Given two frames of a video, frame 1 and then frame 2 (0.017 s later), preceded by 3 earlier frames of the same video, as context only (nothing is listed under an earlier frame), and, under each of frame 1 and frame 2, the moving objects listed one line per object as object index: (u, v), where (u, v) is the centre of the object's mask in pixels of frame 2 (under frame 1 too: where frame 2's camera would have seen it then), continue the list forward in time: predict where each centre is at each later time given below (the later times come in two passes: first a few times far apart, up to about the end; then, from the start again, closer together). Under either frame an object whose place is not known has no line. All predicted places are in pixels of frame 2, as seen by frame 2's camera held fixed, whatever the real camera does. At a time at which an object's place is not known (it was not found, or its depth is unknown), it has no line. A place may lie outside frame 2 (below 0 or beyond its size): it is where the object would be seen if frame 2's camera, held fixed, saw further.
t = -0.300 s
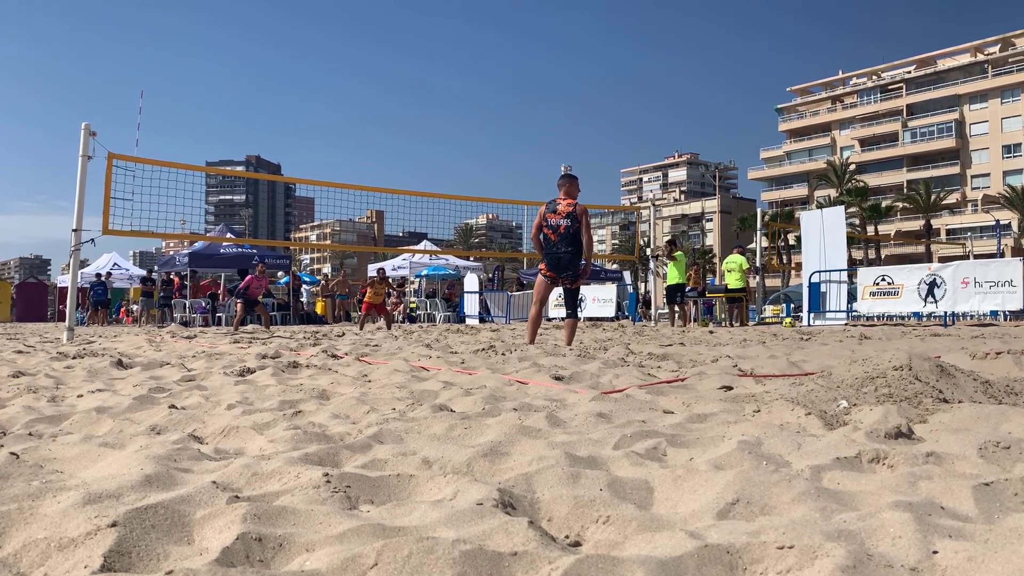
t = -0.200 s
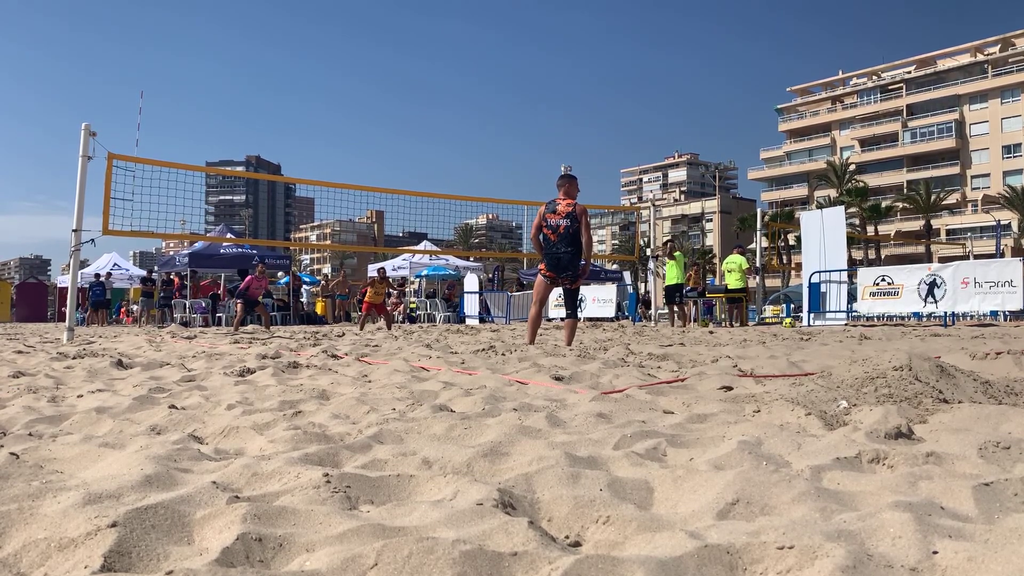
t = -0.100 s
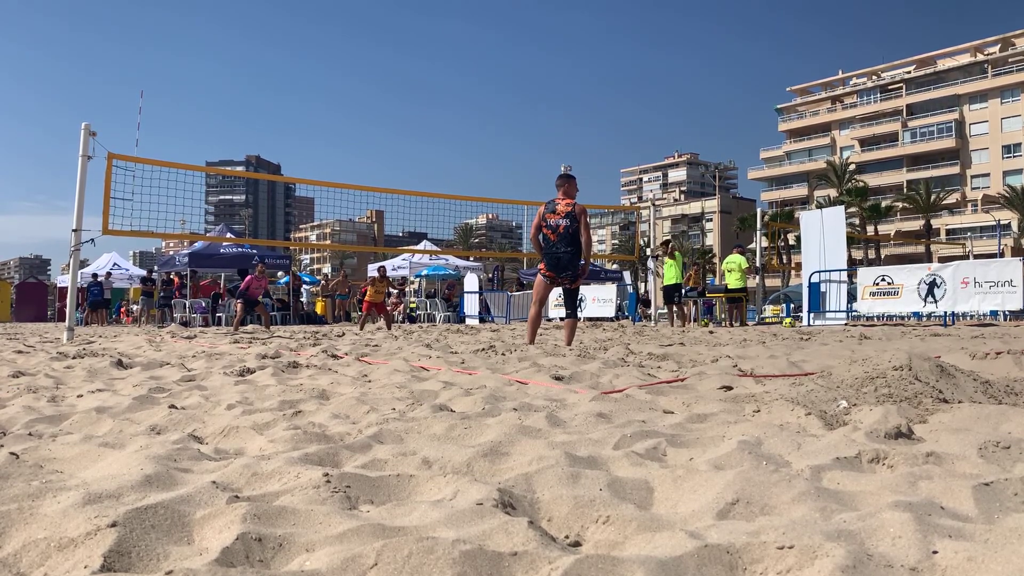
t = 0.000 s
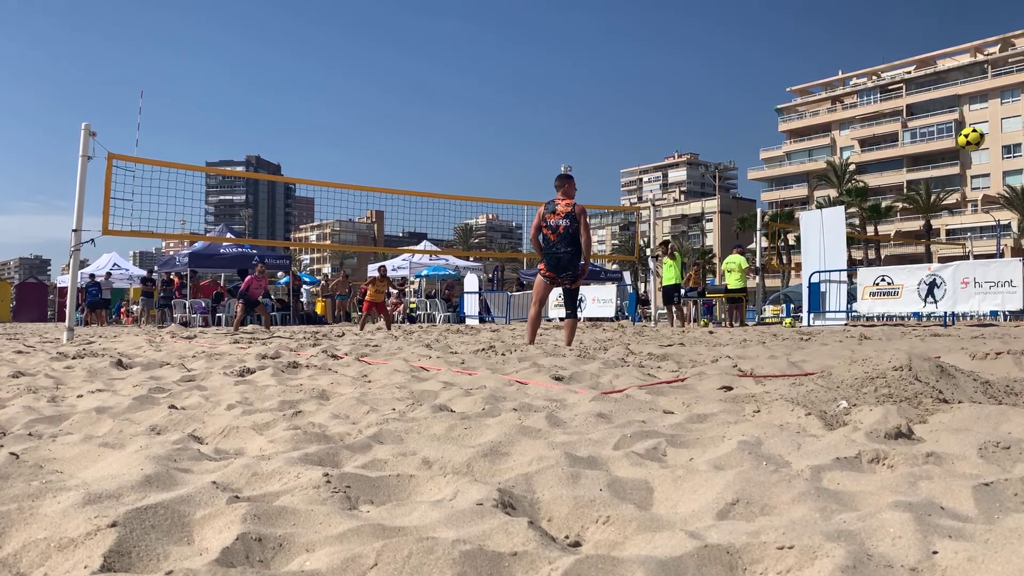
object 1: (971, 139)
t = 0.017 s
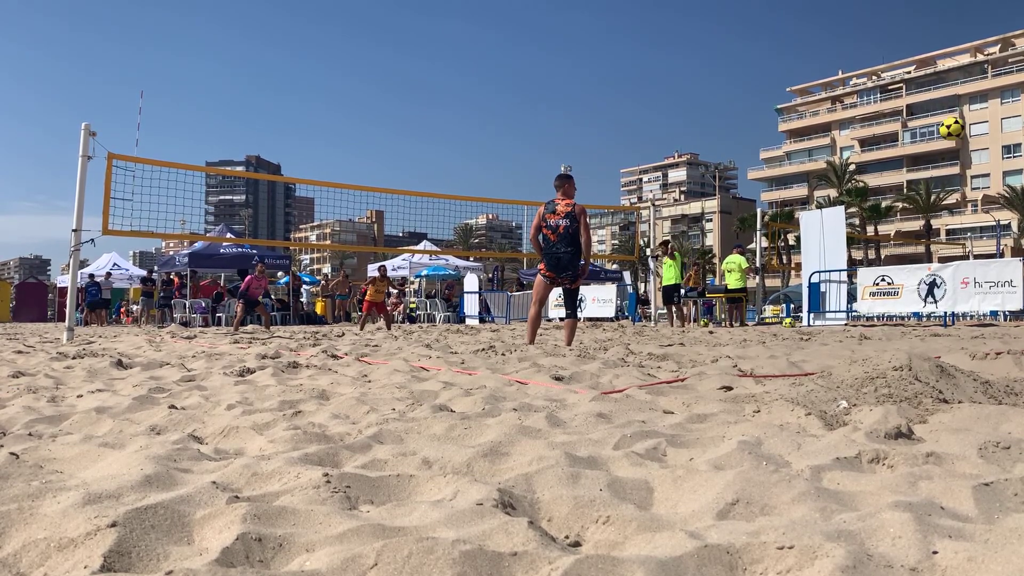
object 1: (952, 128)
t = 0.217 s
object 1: (769, 49)
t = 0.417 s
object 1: (637, 20)
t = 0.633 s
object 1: (531, 26)
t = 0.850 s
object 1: (449, 60)
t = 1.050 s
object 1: (390, 108)
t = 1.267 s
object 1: (339, 173)
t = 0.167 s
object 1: (809, 63)
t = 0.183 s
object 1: (795, 58)
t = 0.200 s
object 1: (782, 53)
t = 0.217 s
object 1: (769, 49)
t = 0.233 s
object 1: (756, 45)
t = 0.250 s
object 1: (744, 41)
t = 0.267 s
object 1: (732, 38)
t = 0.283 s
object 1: (721, 35)
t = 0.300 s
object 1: (709, 32)
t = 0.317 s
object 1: (698, 30)
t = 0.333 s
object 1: (688, 27)
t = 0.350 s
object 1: (677, 26)
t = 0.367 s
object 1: (667, 24)
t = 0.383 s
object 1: (657, 22)
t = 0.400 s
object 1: (647, 21)
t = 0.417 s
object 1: (637, 20)
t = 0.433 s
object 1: (628, 19)
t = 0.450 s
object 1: (619, 19)
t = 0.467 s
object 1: (610, 18)
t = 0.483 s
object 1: (601, 18)
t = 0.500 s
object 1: (593, 18)
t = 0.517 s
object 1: (584, 19)
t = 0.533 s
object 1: (576, 19)
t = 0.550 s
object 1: (568, 20)
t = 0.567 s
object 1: (561, 21)
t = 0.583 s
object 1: (553, 22)
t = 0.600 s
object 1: (545, 24)
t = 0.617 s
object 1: (538, 25)
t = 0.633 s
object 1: (531, 26)
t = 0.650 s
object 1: (524, 28)
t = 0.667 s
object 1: (517, 30)
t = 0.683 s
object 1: (510, 33)
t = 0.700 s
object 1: (503, 34)
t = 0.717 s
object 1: (497, 37)
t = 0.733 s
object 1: (490, 39)
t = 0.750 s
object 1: (484, 42)
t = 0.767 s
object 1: (478, 44)
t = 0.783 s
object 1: (472, 47)
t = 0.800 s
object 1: (466, 50)
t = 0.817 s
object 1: (460, 53)
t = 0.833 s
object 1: (454, 57)
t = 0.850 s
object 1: (449, 60)
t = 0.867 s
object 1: (444, 63)
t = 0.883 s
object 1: (438, 67)
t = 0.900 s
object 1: (433, 70)
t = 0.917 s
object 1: (428, 75)
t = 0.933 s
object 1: (423, 78)
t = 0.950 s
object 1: (418, 82)
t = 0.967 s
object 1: (412, 86)
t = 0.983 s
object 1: (408, 91)
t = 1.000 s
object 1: (403, 95)
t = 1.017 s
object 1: (399, 100)
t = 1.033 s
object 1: (394, 104)
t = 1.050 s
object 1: (390, 108)
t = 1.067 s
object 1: (385, 113)
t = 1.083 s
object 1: (381, 118)
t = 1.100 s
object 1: (377, 122)
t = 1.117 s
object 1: (373, 127)
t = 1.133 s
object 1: (369, 132)
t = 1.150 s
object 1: (365, 137)
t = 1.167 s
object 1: (361, 142)
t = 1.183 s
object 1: (357, 147)
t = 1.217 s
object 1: (349, 157)
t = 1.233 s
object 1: (346, 163)
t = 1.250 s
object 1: (343, 168)
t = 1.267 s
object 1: (339, 173)
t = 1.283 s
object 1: (335, 178)
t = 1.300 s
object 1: (332, 184)
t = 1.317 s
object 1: (328, 190)
